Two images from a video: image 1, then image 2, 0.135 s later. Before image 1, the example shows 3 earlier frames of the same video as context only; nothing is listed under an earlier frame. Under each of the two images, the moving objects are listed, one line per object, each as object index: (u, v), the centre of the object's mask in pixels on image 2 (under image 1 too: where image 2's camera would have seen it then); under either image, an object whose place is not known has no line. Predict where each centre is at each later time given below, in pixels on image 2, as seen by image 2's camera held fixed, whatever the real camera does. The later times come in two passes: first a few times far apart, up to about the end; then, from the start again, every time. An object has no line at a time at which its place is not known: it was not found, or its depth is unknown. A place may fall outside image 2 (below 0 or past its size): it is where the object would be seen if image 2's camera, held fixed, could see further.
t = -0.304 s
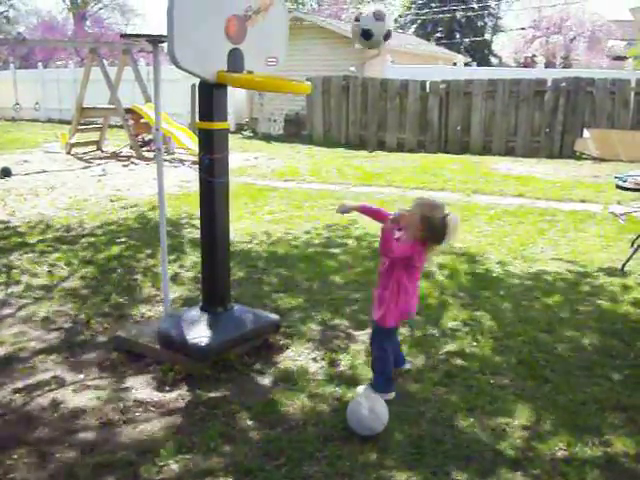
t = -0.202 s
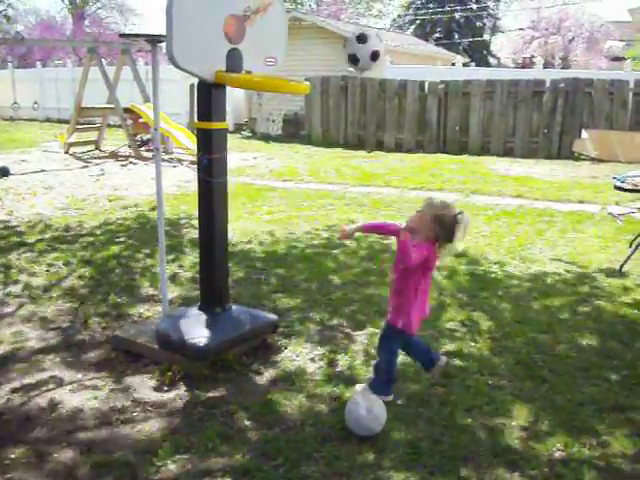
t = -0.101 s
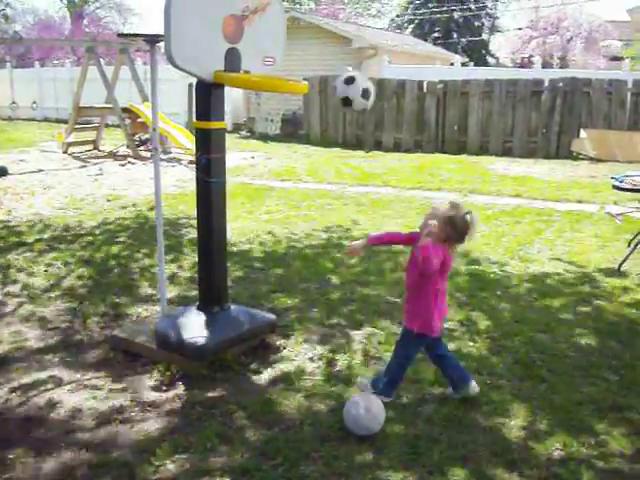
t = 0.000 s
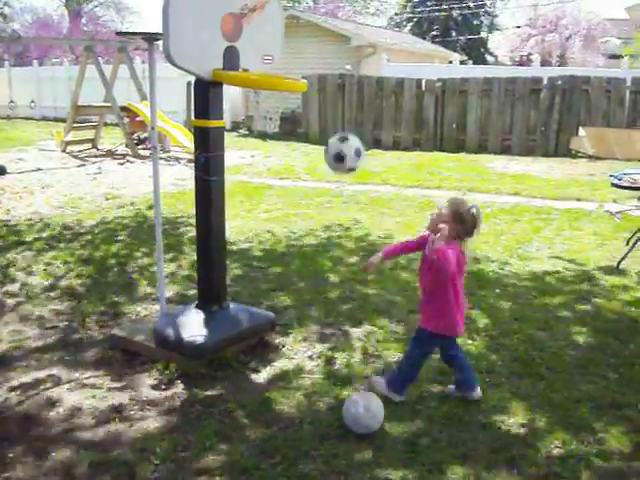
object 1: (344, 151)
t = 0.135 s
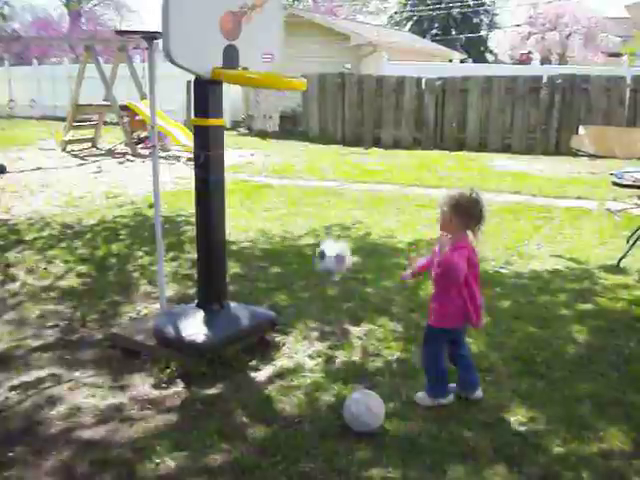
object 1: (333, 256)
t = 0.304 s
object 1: (322, 311)
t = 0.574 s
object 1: (310, 302)
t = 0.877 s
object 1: (299, 311)
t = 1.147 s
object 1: (286, 304)
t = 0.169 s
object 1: (331, 285)
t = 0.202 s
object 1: (327, 318)
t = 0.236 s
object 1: (326, 330)
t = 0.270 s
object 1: (324, 318)
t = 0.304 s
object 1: (322, 311)
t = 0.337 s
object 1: (322, 303)
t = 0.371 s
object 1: (320, 296)
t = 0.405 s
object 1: (318, 292)
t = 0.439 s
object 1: (316, 291)
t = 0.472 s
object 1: (315, 291)
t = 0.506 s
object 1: (314, 292)
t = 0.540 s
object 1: (312, 296)
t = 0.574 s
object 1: (310, 302)
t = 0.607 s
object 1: (309, 312)
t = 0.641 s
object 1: (307, 320)
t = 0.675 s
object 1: (306, 316)
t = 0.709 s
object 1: (306, 313)
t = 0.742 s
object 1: (304, 312)
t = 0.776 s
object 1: (303, 312)
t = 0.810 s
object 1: (301, 313)
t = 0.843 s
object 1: (300, 313)
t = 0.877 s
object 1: (299, 311)
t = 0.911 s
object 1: (297, 311)
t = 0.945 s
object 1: (297, 310)
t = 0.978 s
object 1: (295, 310)
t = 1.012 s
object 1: (293, 309)
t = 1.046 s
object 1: (292, 309)
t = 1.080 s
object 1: (290, 307)
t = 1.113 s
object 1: (288, 305)
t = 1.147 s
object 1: (286, 304)
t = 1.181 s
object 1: (284, 304)
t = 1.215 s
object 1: (282, 303)
